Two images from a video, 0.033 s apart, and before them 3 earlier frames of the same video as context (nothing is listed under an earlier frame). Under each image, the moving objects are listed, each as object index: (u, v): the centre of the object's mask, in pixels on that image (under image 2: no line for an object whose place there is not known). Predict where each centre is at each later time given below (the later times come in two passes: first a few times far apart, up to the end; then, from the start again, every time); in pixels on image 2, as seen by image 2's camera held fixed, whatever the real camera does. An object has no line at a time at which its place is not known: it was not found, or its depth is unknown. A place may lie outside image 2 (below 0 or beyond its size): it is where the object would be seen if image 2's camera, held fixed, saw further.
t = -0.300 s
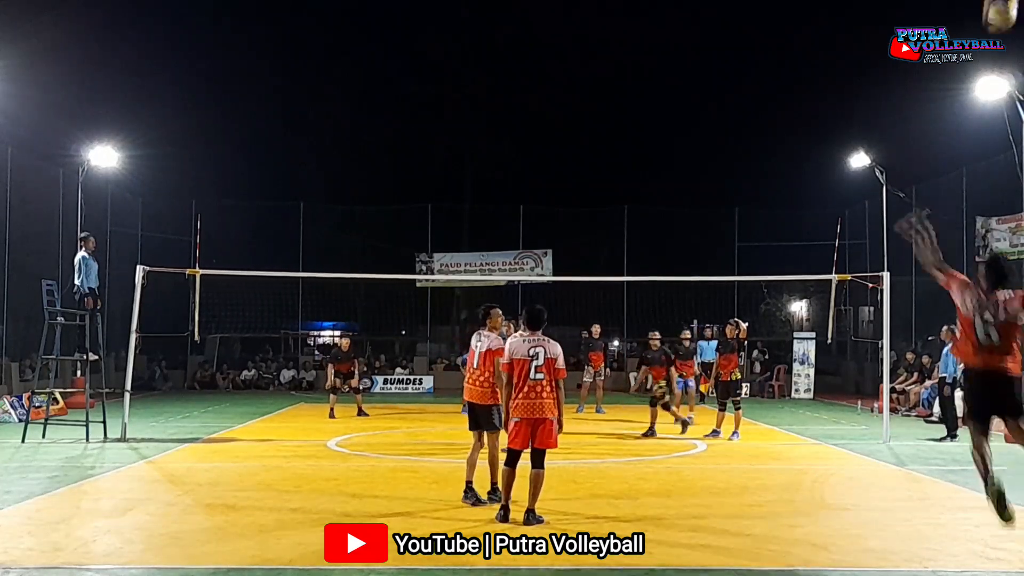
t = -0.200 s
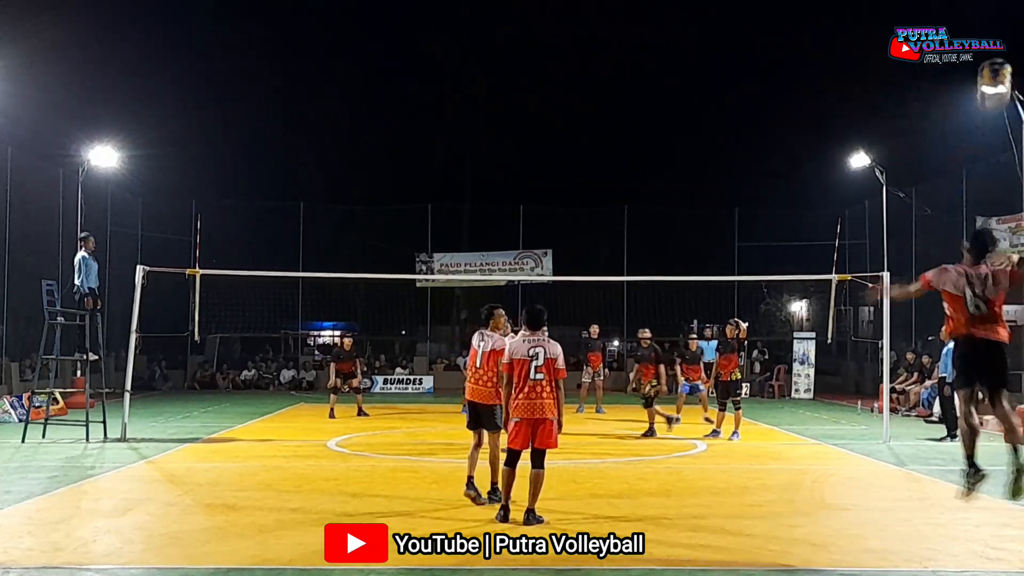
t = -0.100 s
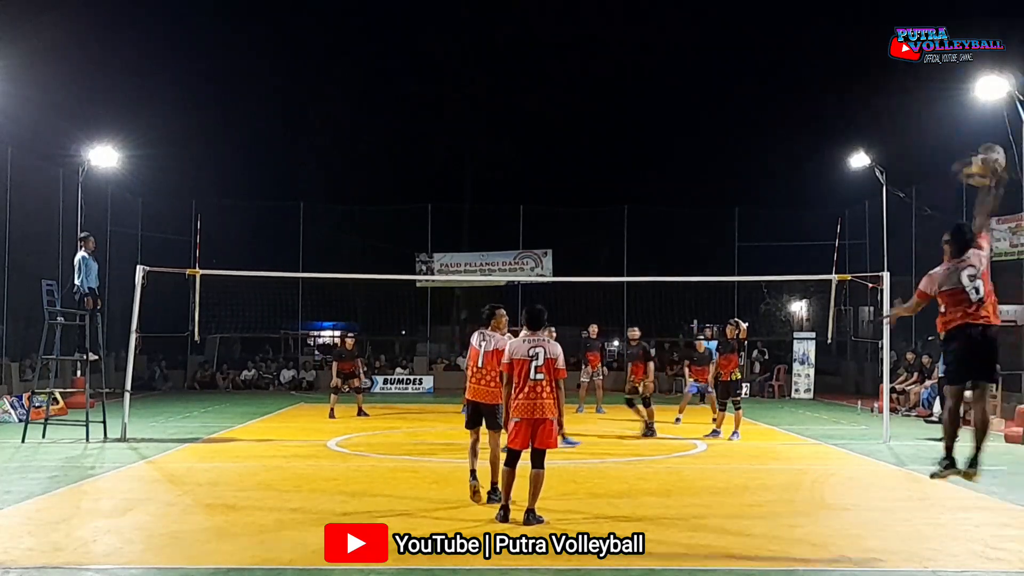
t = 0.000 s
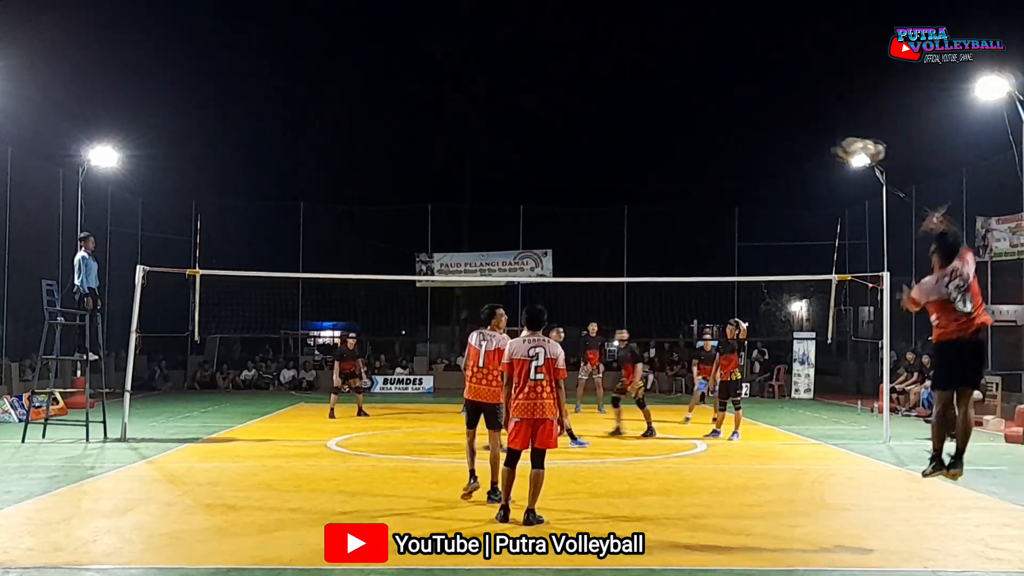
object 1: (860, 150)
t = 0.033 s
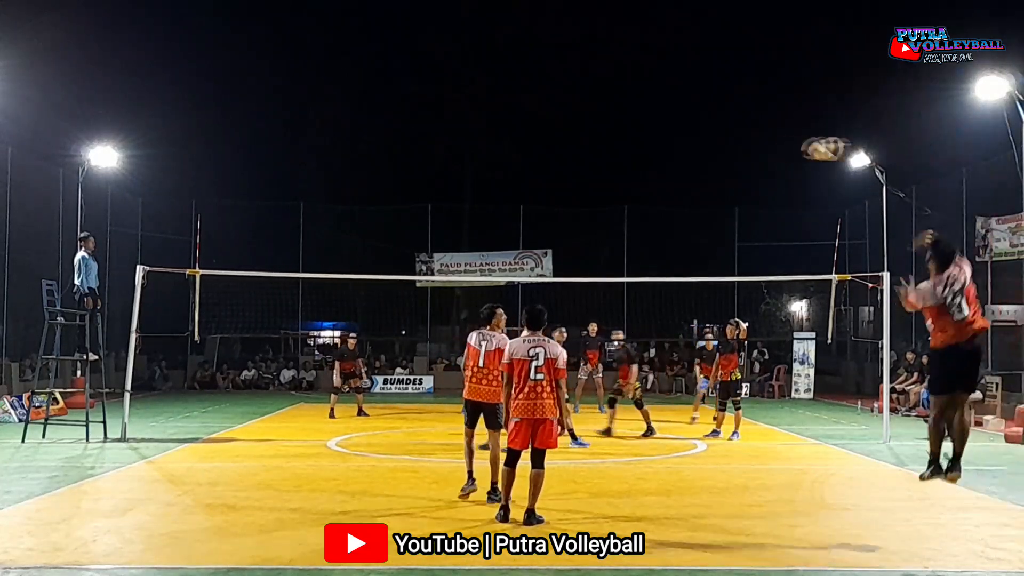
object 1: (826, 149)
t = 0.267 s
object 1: (678, 180)
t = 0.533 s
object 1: (594, 259)
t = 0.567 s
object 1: (586, 269)
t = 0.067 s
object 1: (796, 149)
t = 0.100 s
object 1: (772, 151)
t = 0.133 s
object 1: (748, 155)
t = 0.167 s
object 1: (728, 159)
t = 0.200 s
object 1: (710, 166)
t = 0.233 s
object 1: (693, 173)
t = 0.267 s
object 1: (678, 180)
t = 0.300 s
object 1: (665, 188)
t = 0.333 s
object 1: (652, 197)
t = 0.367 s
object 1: (640, 206)
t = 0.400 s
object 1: (630, 216)
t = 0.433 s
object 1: (620, 226)
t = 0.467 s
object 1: (610, 237)
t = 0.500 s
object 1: (602, 248)
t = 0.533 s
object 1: (594, 259)
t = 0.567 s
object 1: (586, 269)
